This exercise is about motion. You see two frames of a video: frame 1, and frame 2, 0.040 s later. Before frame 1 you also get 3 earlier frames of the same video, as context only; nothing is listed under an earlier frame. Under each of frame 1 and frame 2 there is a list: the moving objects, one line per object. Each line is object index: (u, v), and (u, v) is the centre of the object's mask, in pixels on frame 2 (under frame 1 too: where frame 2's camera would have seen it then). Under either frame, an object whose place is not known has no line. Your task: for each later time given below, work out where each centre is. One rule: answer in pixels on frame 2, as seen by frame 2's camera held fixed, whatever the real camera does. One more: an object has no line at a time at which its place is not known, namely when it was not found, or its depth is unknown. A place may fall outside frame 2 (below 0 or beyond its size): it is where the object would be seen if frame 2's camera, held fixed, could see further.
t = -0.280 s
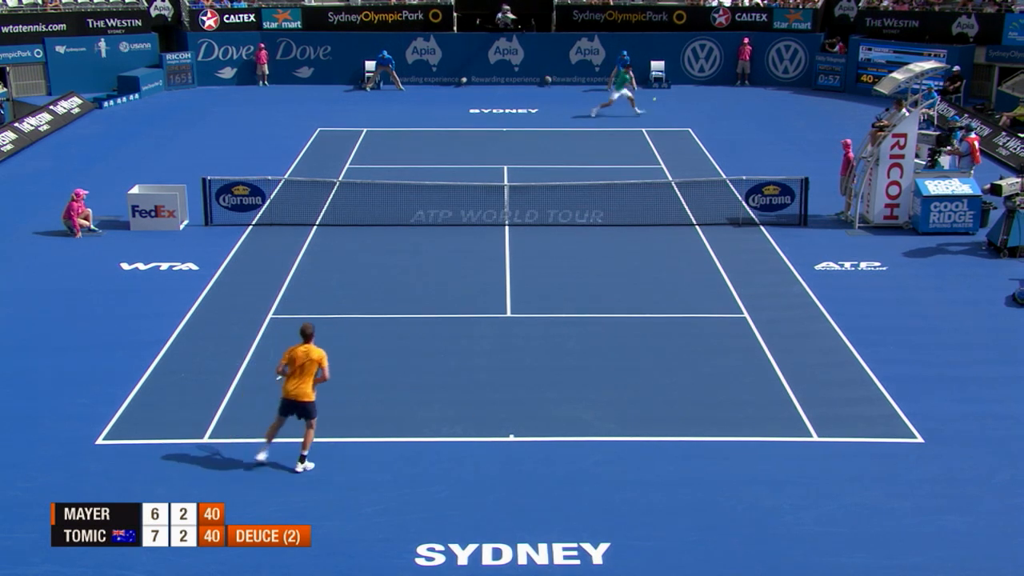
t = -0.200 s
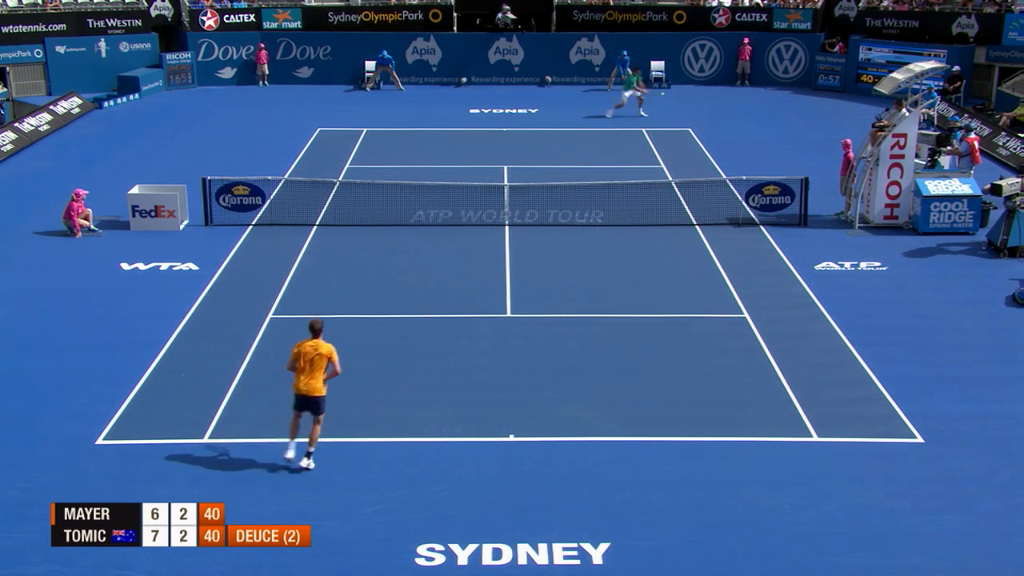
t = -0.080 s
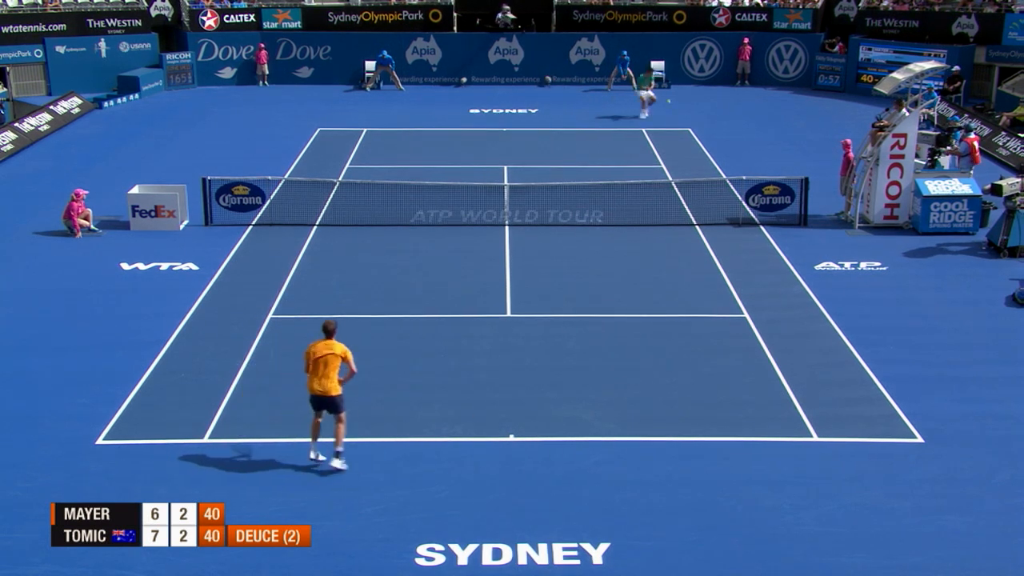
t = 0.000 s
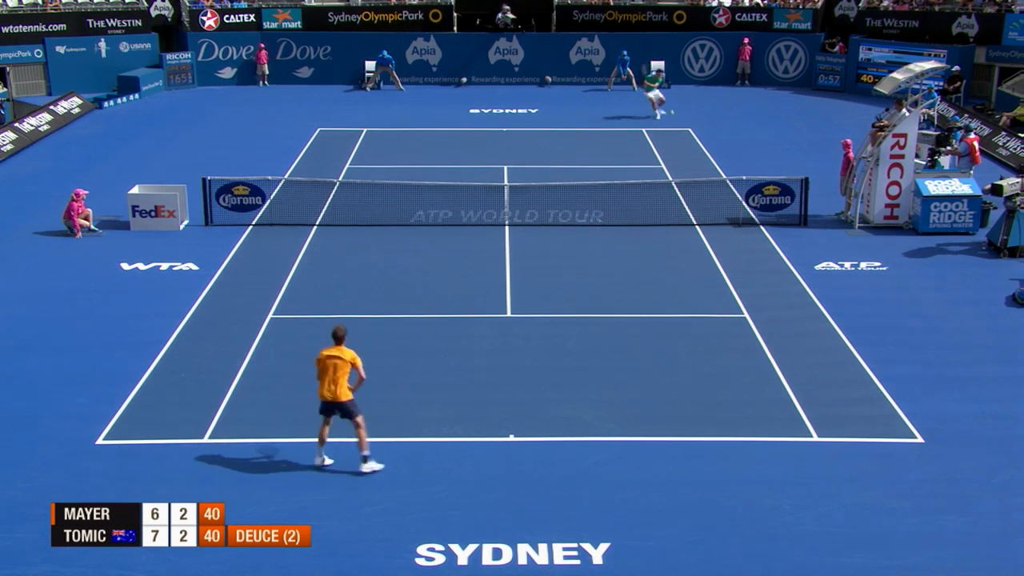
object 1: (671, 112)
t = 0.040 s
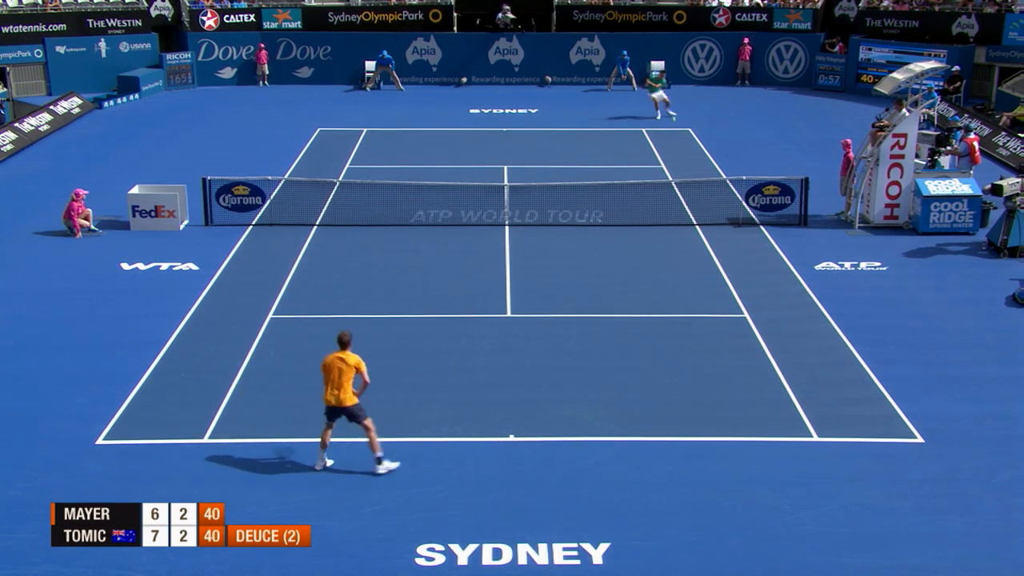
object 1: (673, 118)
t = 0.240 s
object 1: (682, 164)
